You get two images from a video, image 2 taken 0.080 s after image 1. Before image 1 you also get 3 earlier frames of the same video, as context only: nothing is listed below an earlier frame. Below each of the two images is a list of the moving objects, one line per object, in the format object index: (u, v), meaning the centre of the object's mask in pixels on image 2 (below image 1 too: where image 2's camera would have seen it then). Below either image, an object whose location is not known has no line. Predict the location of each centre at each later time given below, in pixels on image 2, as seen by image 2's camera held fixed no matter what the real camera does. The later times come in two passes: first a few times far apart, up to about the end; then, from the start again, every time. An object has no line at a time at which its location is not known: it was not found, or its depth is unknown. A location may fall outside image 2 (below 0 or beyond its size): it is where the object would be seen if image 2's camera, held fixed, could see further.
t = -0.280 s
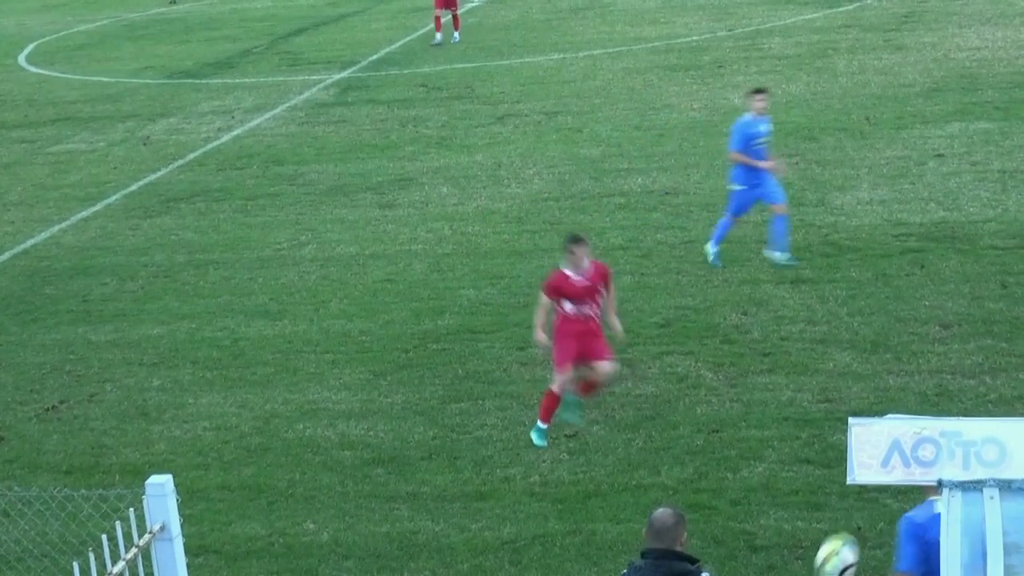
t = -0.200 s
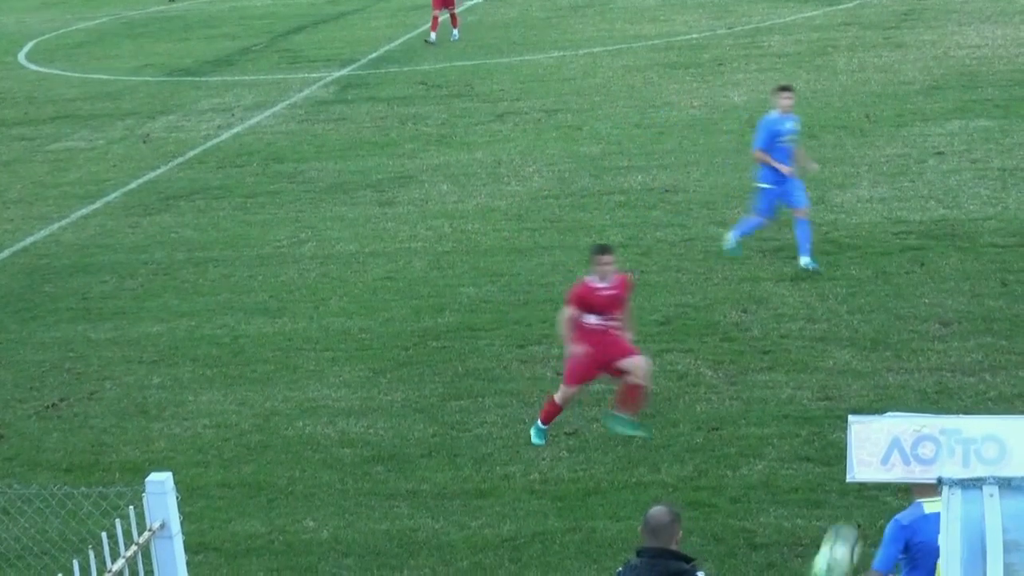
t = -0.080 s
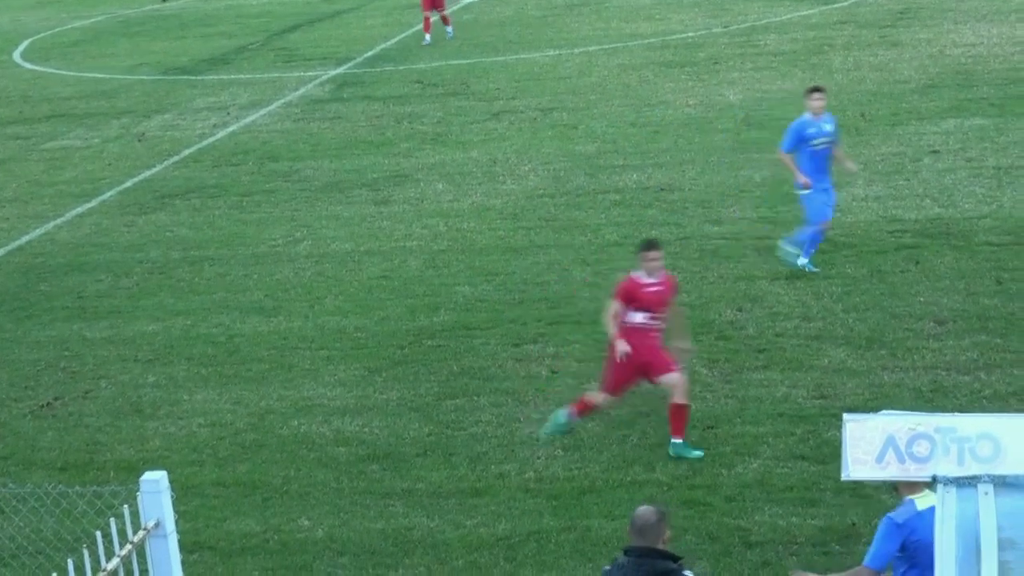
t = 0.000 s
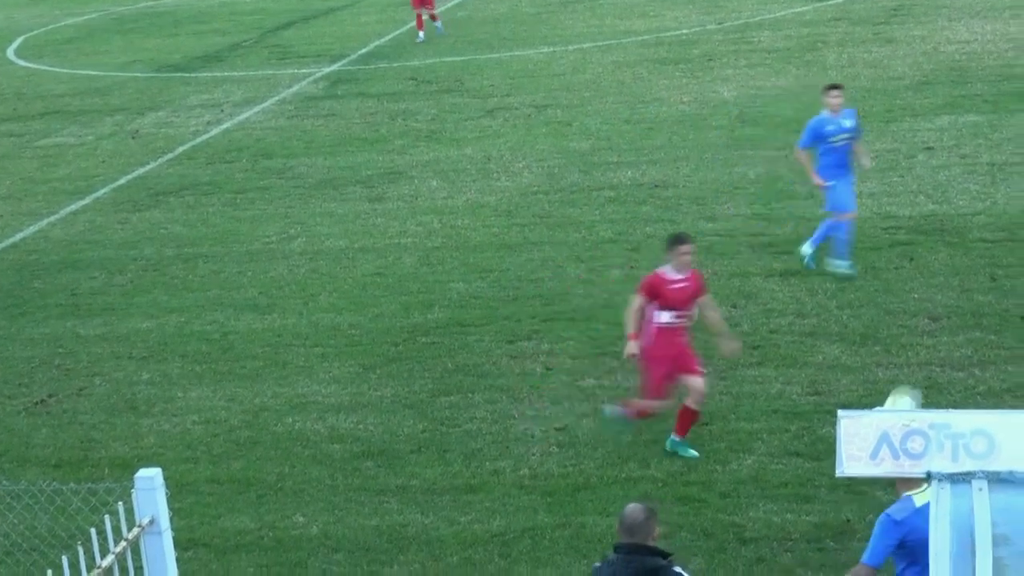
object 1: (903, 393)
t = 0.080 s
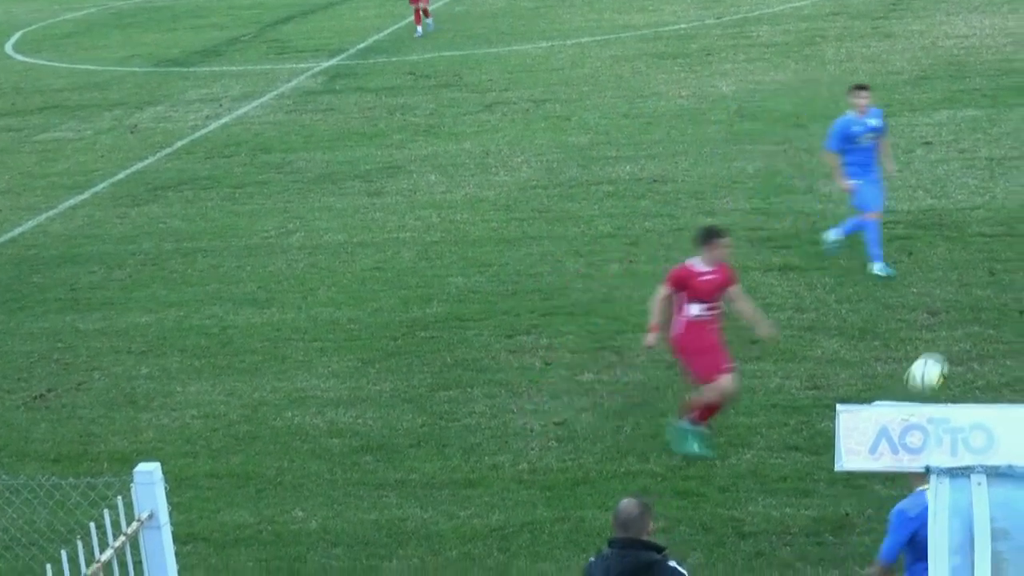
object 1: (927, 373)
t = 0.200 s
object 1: (964, 349)
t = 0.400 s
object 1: (1020, 344)
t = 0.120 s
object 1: (939, 362)
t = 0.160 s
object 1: (951, 354)
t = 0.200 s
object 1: (964, 349)
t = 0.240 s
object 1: (975, 347)
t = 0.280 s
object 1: (987, 346)
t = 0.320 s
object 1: (998, 348)
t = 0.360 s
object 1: (1010, 352)
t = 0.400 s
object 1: (1020, 344)
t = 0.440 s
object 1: (1029, 324)
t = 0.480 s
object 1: (1038, 306)
